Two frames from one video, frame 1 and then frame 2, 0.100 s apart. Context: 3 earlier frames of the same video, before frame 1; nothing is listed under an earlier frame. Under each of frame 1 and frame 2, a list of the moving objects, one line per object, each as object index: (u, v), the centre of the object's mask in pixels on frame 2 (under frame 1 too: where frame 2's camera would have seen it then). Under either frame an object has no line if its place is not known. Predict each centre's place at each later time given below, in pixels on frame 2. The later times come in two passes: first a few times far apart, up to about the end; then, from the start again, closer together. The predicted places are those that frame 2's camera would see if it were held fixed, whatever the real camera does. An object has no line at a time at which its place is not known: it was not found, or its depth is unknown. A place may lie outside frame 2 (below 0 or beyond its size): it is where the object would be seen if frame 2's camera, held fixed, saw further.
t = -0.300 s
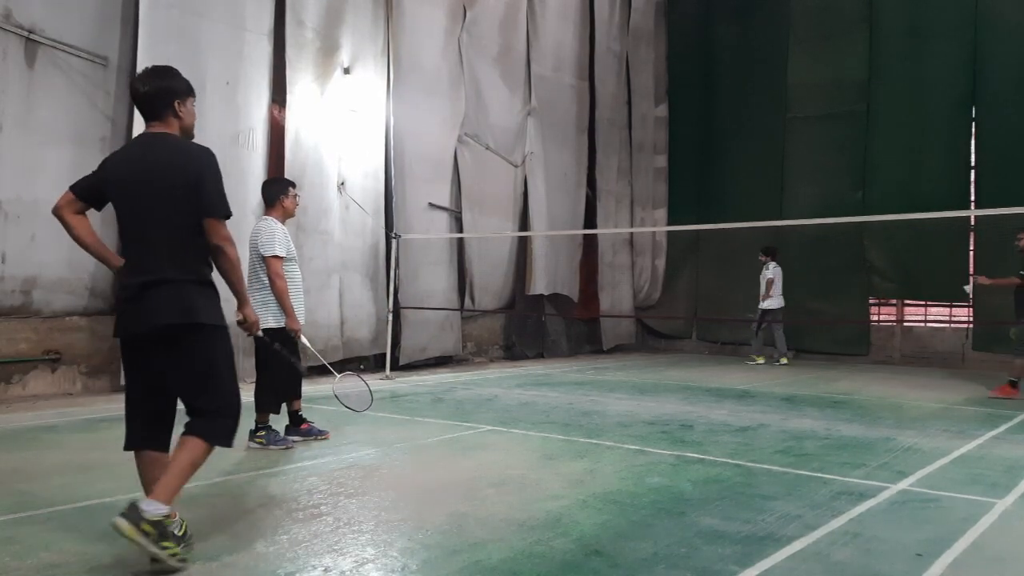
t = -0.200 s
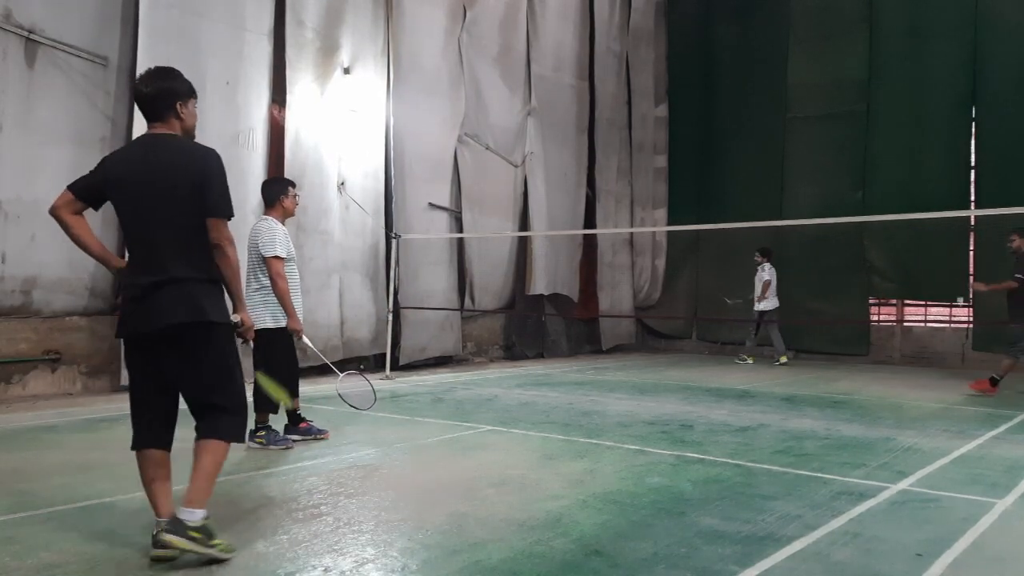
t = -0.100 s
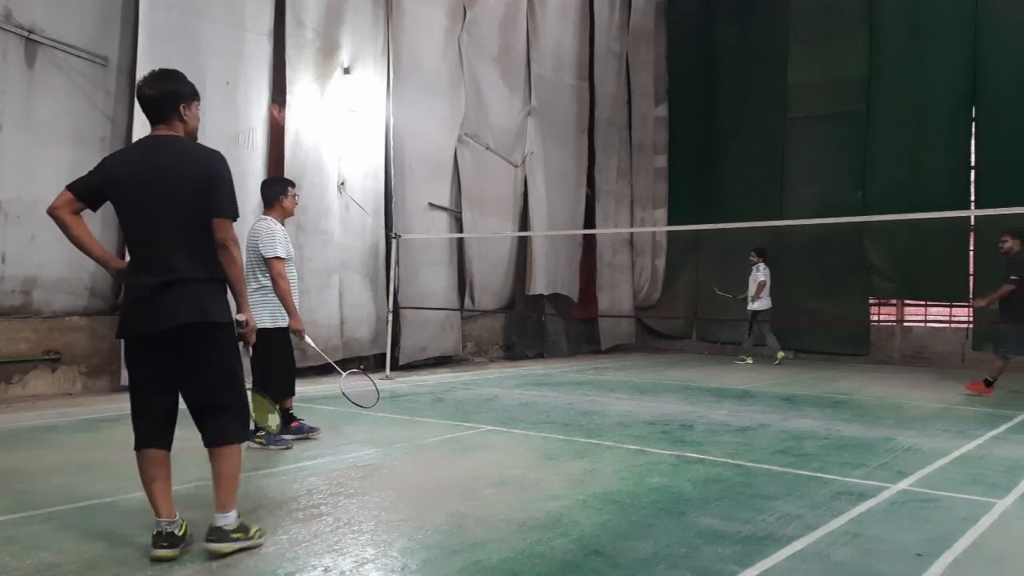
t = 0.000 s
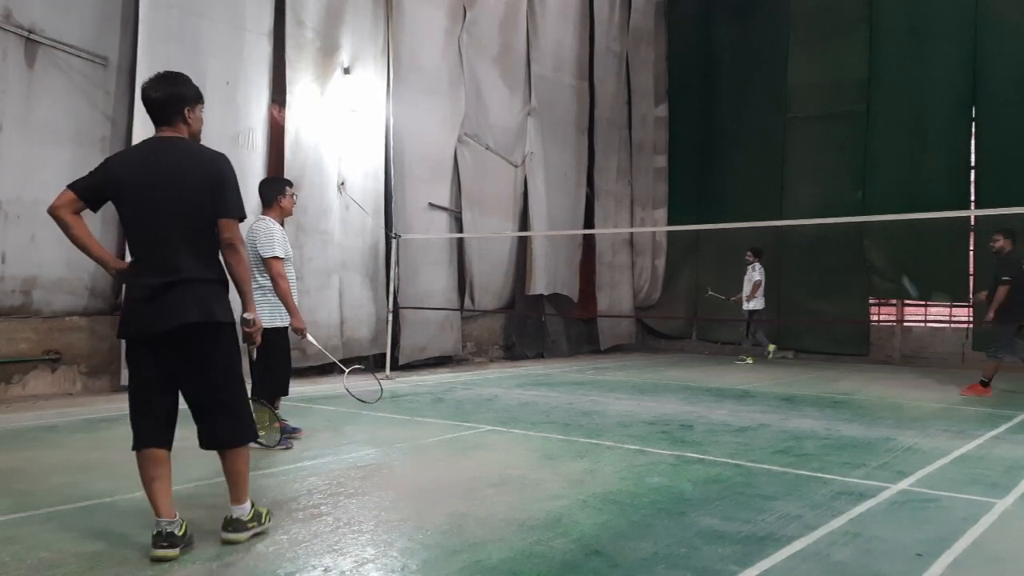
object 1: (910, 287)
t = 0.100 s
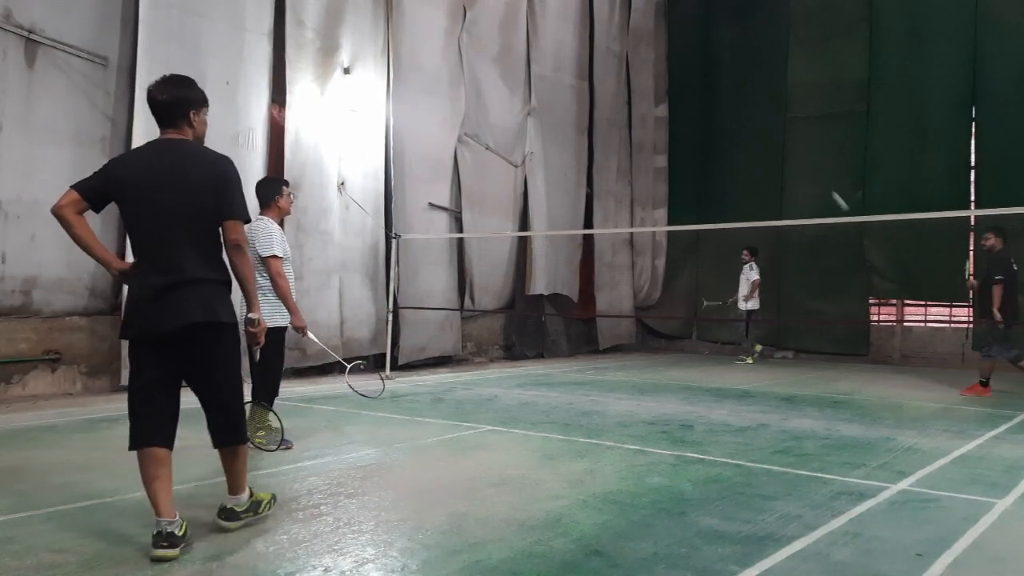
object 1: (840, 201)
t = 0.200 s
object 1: (779, 137)
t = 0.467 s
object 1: (642, 45)
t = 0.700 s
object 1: (538, 41)
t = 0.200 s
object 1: (779, 137)
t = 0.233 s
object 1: (759, 119)
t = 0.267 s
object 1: (742, 104)
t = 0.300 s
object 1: (724, 90)
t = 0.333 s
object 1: (706, 78)
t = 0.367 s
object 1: (690, 68)
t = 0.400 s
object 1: (674, 59)
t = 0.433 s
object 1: (658, 51)
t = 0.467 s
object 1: (642, 45)
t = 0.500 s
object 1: (627, 40)
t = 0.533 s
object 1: (611, 37)
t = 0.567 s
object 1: (596, 35)
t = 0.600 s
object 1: (581, 34)
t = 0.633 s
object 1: (567, 35)
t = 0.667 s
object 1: (552, 37)
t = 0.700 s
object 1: (538, 41)
